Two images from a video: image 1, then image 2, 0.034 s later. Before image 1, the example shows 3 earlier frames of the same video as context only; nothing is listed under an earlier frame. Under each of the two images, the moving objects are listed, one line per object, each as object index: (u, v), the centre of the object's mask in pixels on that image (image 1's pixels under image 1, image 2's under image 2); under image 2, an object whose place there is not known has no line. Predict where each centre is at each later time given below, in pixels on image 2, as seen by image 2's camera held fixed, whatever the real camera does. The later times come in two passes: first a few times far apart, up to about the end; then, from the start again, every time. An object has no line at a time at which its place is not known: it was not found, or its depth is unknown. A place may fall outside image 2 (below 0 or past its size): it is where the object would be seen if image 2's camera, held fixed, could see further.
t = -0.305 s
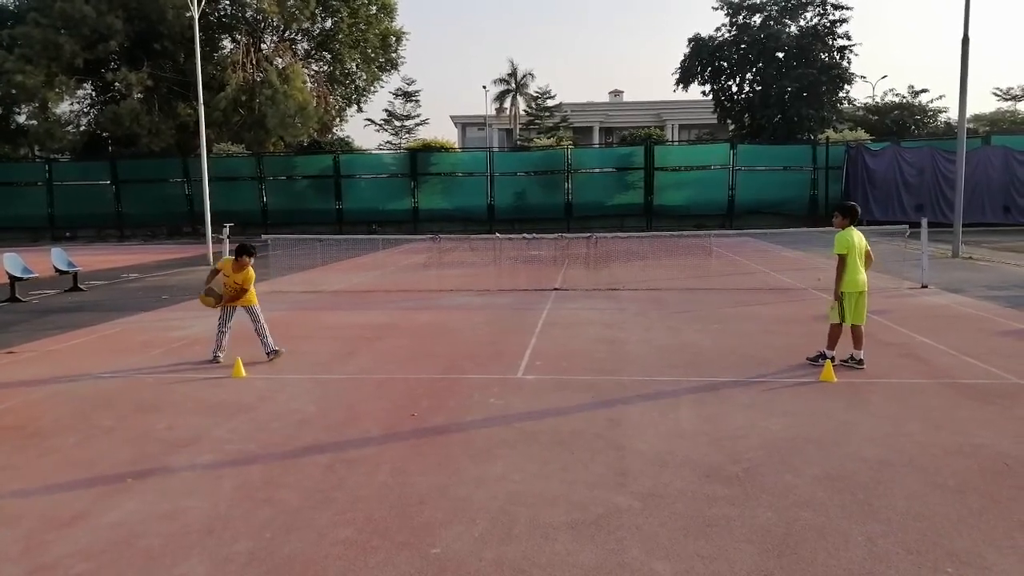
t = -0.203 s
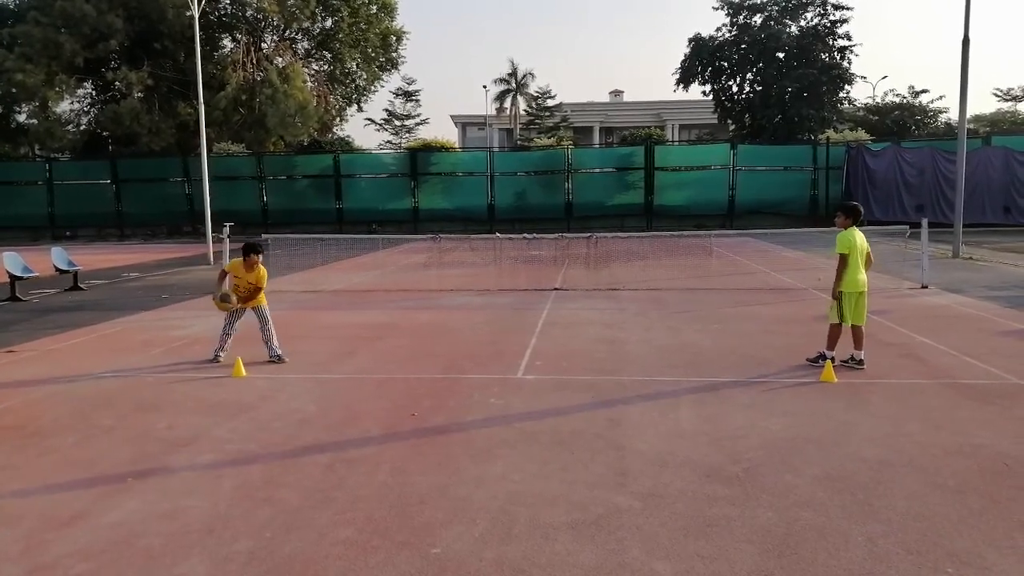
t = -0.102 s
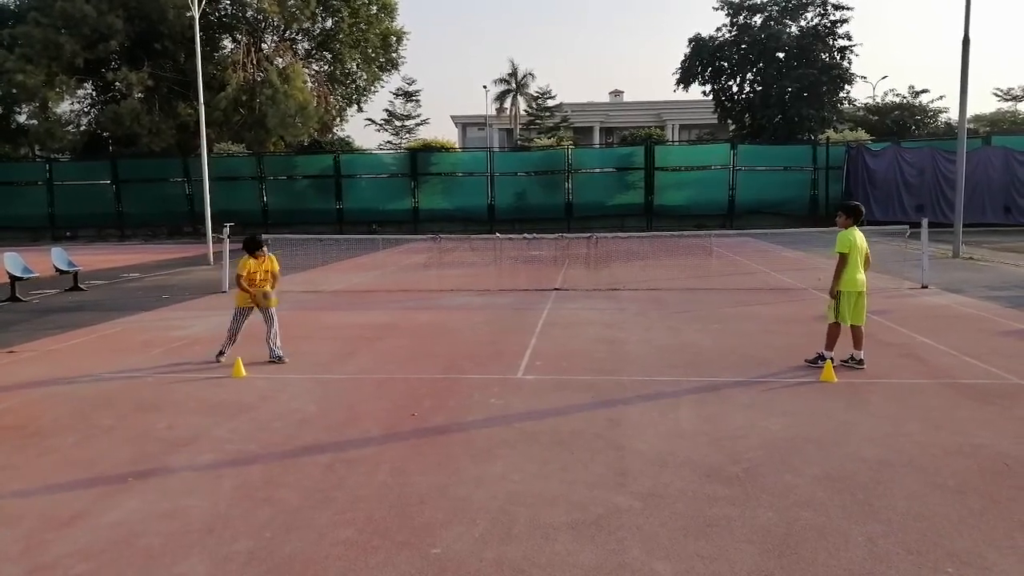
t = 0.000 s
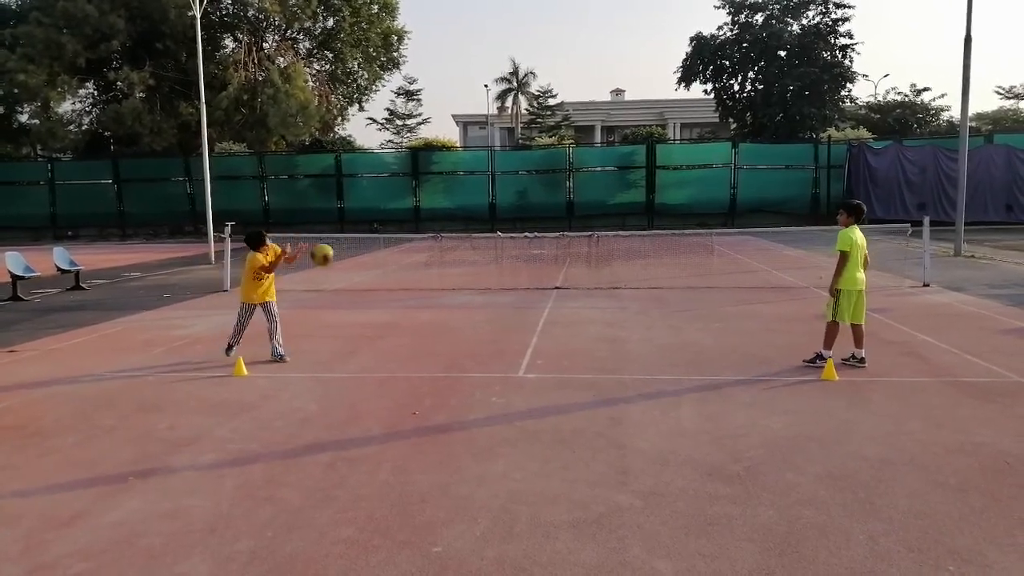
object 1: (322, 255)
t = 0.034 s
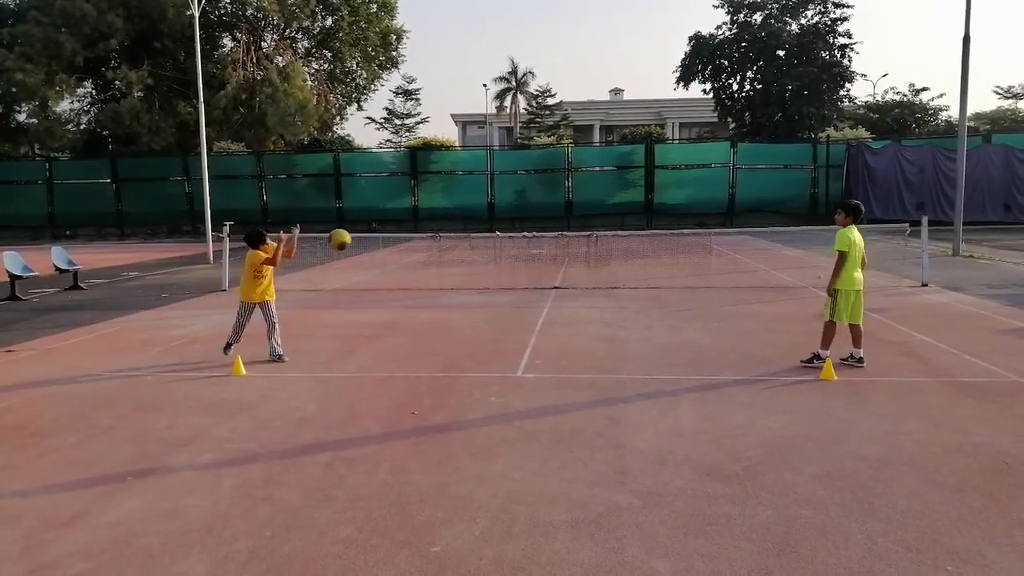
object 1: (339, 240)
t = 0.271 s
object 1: (469, 164)
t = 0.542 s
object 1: (629, 149)
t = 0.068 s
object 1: (358, 226)
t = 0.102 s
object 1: (376, 213)
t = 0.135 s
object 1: (395, 201)
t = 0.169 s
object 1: (413, 191)
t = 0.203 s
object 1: (431, 181)
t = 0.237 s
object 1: (450, 172)
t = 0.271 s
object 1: (469, 164)
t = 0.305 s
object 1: (489, 157)
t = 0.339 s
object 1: (509, 152)
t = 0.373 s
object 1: (528, 148)
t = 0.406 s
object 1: (548, 146)
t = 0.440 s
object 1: (569, 143)
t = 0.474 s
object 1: (589, 145)
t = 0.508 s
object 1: (609, 146)
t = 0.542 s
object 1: (629, 149)
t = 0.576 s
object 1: (649, 153)
